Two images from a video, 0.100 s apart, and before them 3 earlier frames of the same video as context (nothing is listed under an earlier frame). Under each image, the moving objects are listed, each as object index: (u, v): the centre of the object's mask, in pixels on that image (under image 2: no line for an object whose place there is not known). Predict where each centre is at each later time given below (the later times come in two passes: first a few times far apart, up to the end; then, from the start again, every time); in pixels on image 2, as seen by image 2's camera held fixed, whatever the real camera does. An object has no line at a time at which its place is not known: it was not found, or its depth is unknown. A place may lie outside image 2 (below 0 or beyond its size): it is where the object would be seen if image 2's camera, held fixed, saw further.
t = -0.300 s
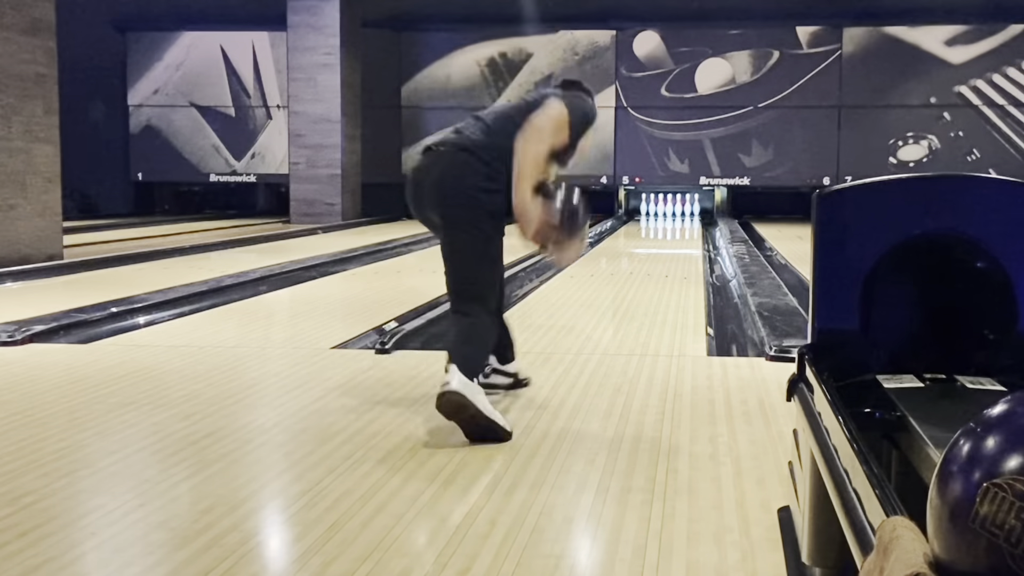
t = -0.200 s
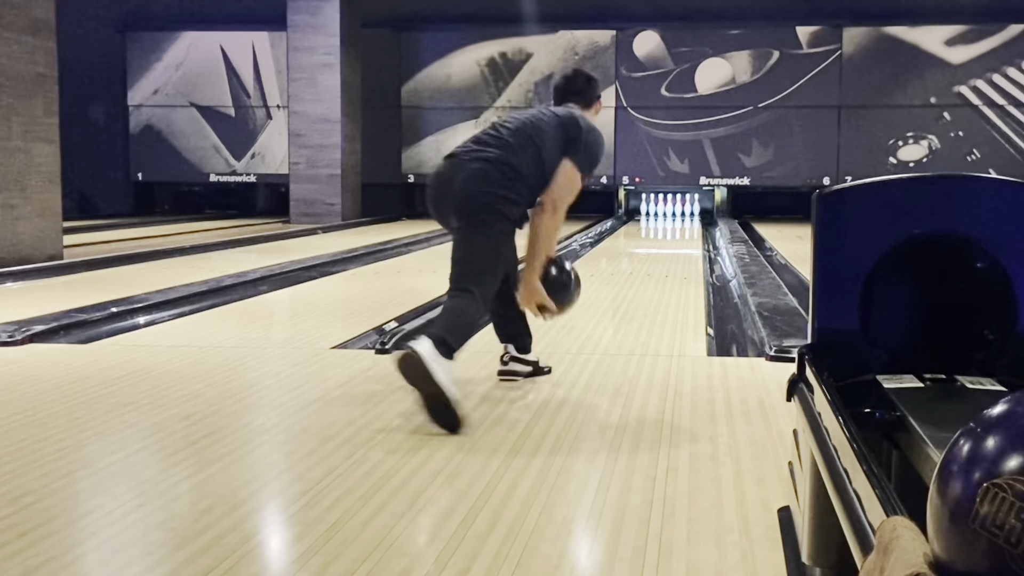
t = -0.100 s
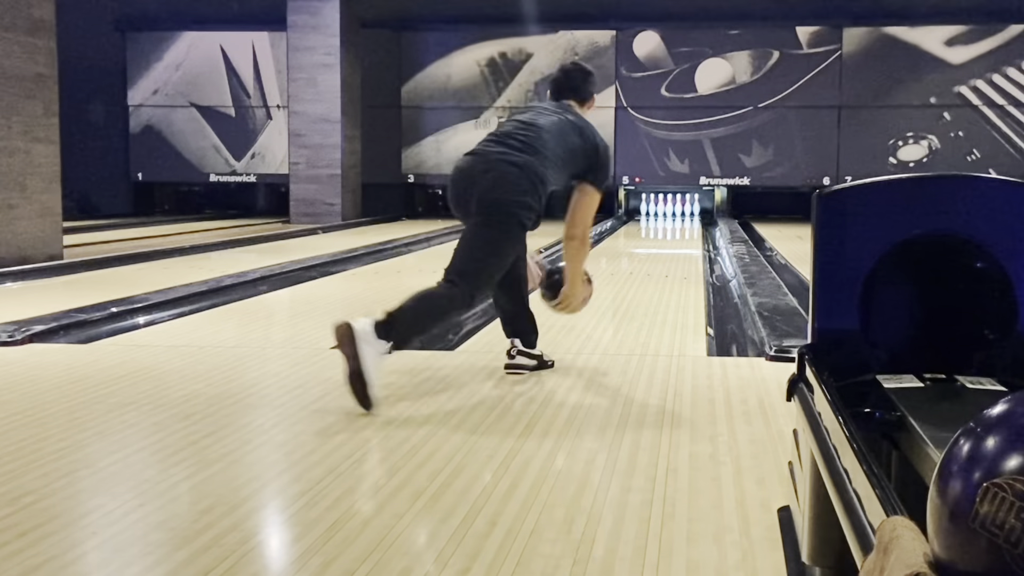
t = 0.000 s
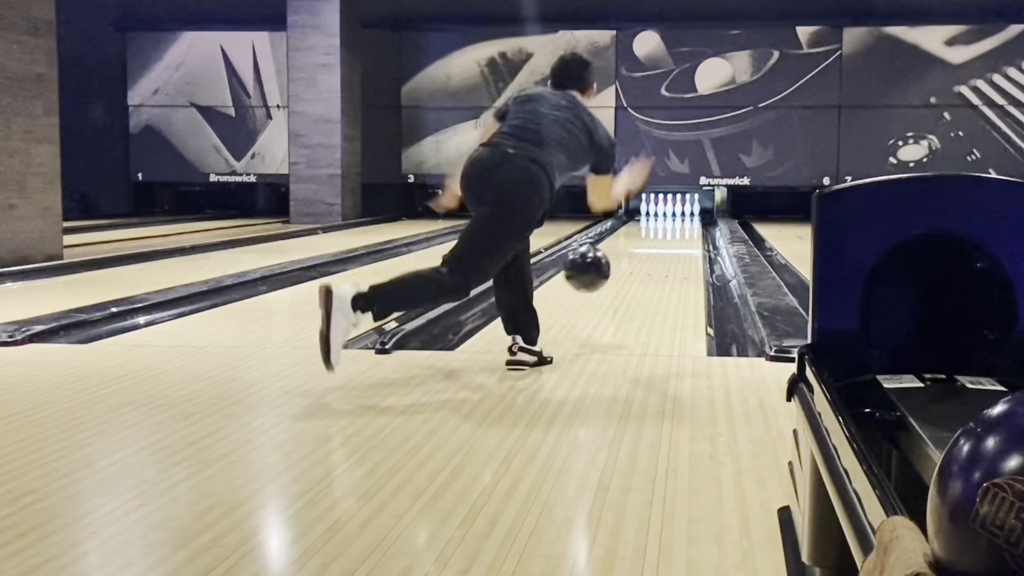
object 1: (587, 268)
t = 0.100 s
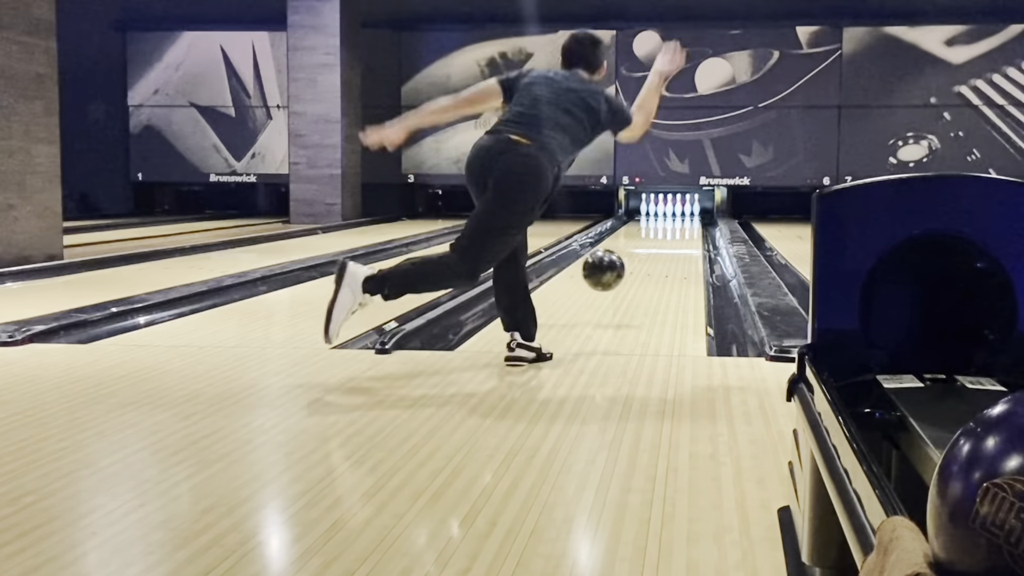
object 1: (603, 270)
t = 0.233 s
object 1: (621, 285)
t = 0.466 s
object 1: (643, 267)
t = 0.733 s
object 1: (659, 252)
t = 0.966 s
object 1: (669, 242)
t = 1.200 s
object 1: (676, 234)
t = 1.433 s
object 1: (681, 228)
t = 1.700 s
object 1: (685, 223)
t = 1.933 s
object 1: (687, 218)
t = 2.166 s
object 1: (685, 216)
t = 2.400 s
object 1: (679, 213)
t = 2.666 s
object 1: (673, 211)
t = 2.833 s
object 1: (670, 210)
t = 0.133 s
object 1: (608, 274)
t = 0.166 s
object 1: (613, 281)
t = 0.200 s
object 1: (617, 289)
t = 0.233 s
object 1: (621, 285)
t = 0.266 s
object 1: (624, 280)
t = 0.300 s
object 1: (628, 279)
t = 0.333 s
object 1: (631, 277)
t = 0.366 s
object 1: (634, 274)
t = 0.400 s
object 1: (637, 272)
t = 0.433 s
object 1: (640, 269)
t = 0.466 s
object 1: (643, 267)
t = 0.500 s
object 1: (645, 264)
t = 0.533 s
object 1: (647, 262)
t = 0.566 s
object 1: (650, 261)
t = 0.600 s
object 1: (652, 259)
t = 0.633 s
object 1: (654, 257)
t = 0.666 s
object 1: (656, 255)
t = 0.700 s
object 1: (658, 253)
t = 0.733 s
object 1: (659, 252)
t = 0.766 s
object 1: (661, 250)
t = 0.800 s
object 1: (662, 249)
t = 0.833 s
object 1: (664, 247)
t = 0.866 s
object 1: (665, 246)
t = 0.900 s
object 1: (667, 245)
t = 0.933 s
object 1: (668, 243)
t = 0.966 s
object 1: (669, 242)
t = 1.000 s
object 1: (670, 241)
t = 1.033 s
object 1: (671, 240)
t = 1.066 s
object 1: (672, 238)
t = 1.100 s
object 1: (673, 238)
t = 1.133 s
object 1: (674, 236)
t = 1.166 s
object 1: (675, 235)
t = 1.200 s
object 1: (676, 234)
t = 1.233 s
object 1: (677, 233)
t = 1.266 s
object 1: (678, 233)
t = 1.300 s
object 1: (679, 231)
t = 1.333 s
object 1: (679, 231)
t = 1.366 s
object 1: (680, 230)
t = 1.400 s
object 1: (681, 229)
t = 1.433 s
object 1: (681, 228)
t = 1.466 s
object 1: (682, 227)
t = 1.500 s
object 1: (683, 227)
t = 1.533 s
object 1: (683, 226)
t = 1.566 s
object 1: (684, 225)
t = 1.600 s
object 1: (684, 225)
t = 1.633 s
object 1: (684, 224)
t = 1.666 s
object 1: (684, 223)
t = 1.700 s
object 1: (685, 223)
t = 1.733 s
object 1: (685, 222)
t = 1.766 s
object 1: (686, 221)
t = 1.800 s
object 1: (686, 221)
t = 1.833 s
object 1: (686, 220)
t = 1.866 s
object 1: (686, 219)
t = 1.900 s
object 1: (687, 219)
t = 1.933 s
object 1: (687, 218)
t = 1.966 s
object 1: (687, 218)
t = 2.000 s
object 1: (687, 217)
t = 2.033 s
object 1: (687, 217)
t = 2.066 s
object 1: (686, 217)
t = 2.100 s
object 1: (686, 216)
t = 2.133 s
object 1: (686, 216)
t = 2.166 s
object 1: (685, 216)
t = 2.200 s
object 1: (684, 215)
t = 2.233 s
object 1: (683, 215)
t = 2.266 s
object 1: (682, 214)
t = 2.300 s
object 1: (682, 214)
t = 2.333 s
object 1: (681, 214)
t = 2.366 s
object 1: (680, 213)
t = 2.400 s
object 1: (679, 213)
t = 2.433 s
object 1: (678, 213)
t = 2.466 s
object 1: (677, 212)
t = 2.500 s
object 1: (676, 212)
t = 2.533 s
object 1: (675, 212)
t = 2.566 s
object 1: (674, 211)
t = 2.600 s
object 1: (673, 211)
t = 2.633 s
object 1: (673, 211)
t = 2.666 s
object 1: (673, 211)
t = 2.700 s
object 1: (672, 211)
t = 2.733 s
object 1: (672, 211)
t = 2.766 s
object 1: (671, 210)
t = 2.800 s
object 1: (670, 210)
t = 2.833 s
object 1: (670, 210)
